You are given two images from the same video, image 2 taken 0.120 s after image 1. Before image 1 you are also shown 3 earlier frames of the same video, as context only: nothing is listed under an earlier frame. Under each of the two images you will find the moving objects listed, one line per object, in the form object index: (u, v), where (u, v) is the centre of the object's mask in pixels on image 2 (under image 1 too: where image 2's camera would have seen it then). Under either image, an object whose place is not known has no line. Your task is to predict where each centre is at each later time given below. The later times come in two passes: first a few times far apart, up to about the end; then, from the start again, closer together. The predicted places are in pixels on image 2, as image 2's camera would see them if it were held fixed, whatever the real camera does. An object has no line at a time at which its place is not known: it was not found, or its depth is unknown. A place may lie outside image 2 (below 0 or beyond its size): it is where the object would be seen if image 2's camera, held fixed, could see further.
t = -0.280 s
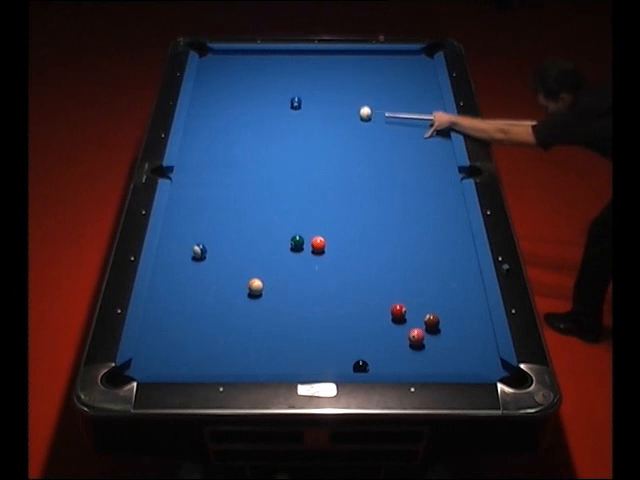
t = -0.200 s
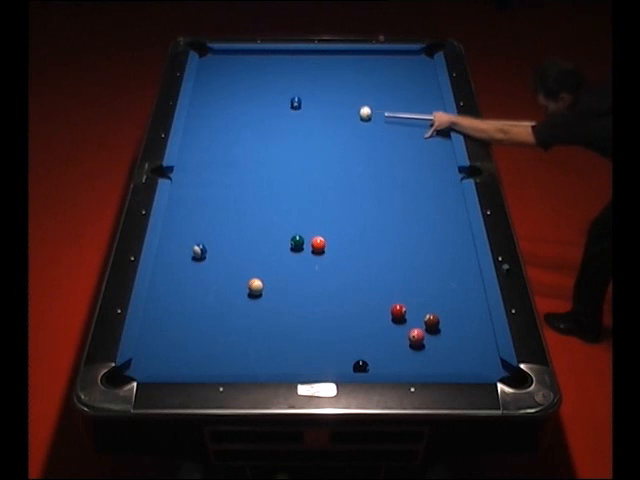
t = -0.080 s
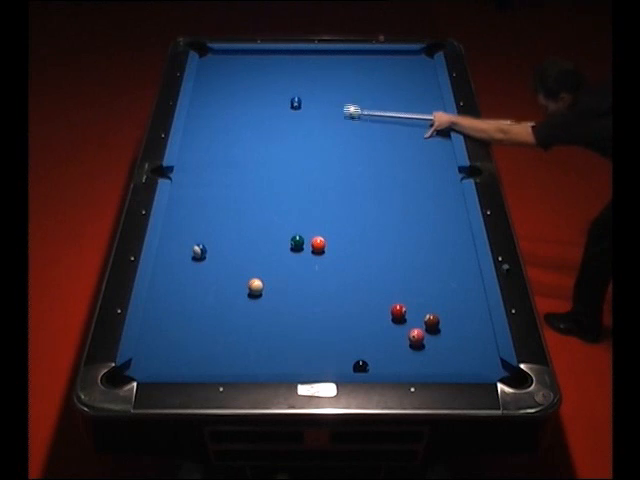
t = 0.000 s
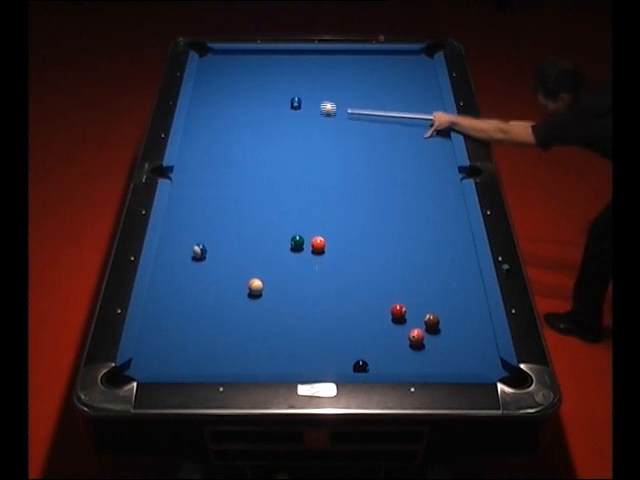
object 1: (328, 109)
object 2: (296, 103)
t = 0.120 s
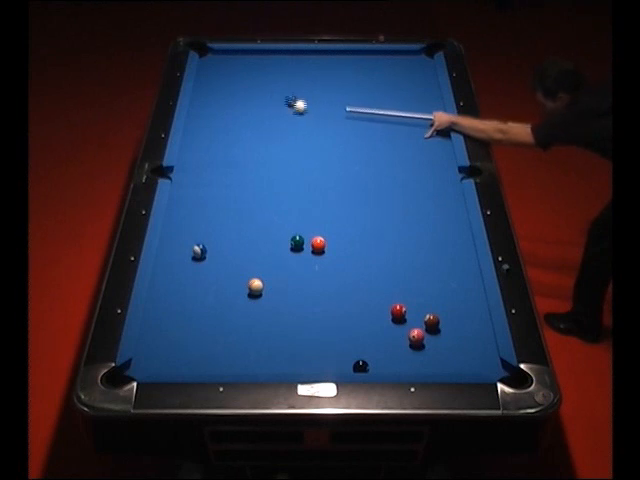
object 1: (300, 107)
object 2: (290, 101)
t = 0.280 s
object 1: (277, 113)
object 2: (273, 92)
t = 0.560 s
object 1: (234, 121)
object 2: (247, 78)
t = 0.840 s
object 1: (191, 128)
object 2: (224, 65)
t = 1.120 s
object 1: (206, 139)
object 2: (203, 53)
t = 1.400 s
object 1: (225, 149)
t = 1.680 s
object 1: (244, 159)
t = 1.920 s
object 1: (260, 168)
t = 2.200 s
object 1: (278, 178)
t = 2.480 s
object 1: (295, 187)
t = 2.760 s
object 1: (312, 196)
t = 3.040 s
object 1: (328, 205)
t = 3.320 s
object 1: (343, 212)
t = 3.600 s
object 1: (357, 220)
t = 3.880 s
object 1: (370, 228)
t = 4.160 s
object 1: (383, 234)
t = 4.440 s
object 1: (394, 241)
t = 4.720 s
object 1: (405, 247)
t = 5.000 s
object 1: (414, 252)
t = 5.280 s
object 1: (423, 257)
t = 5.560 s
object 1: (430, 261)
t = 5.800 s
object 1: (435, 263)
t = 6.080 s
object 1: (440, 266)
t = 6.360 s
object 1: (445, 269)
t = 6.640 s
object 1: (448, 270)
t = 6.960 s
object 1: (450, 271)
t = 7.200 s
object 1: (450, 272)
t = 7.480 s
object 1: (450, 272)
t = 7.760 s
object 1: (450, 272)
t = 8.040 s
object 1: (450, 272)
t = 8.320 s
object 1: (450, 272)
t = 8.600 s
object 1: (450, 272)
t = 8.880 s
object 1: (450, 272)
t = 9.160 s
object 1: (450, 272)
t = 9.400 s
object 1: (450, 272)
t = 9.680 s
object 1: (450, 272)
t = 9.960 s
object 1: (450, 272)
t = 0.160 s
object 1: (295, 109)
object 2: (286, 98)
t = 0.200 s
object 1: (289, 110)
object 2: (281, 95)
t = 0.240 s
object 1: (283, 111)
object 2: (277, 93)
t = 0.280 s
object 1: (277, 113)
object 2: (273, 92)
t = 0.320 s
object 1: (271, 114)
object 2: (269, 89)
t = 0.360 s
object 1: (264, 115)
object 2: (265, 87)
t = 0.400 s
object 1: (259, 116)
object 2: (262, 86)
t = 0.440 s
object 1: (252, 117)
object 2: (258, 84)
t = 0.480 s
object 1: (247, 118)
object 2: (254, 81)
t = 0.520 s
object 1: (240, 119)
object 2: (251, 80)
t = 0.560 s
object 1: (234, 121)
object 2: (247, 78)
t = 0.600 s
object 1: (227, 122)
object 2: (244, 75)
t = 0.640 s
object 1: (222, 123)
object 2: (240, 74)
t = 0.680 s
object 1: (215, 124)
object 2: (237, 73)
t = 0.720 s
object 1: (210, 125)
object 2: (234, 70)
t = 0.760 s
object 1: (203, 126)
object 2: (230, 69)
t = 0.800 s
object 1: (198, 128)
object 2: (227, 68)
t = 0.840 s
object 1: (191, 128)
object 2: (224, 65)
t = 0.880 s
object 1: (189, 130)
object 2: (221, 64)
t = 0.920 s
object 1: (192, 131)
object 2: (218, 62)
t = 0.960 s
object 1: (196, 133)
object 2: (214, 60)
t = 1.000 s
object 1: (198, 134)
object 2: (211, 58)
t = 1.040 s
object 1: (201, 136)
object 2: (208, 56)
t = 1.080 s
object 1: (204, 137)
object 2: (206, 55)
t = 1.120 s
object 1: (206, 139)
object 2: (203, 53)
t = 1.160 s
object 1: (209, 140)
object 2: (201, 52)
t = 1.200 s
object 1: (212, 142)
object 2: (199, 52)
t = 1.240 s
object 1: (215, 143)
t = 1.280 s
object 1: (218, 145)
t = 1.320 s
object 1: (220, 146)
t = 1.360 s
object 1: (223, 148)
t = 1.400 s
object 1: (225, 149)
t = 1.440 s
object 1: (229, 151)
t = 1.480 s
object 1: (231, 152)
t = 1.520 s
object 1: (234, 153)
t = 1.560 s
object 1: (236, 155)
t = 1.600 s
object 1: (239, 156)
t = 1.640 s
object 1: (242, 158)
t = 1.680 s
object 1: (244, 159)
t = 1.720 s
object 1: (247, 161)
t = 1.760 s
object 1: (250, 162)
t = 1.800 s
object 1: (252, 164)
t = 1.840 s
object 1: (255, 165)
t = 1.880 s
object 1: (257, 167)
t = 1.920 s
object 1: (260, 168)
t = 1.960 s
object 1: (263, 169)
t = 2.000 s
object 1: (265, 171)
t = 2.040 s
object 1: (268, 172)
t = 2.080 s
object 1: (270, 174)
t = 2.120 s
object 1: (273, 175)
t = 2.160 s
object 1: (275, 176)
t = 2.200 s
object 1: (278, 178)
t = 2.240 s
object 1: (280, 179)
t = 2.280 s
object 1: (283, 180)
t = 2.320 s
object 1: (285, 182)
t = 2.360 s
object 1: (288, 183)
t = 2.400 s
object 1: (290, 184)
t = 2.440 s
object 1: (293, 186)
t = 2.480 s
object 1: (295, 187)
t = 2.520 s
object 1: (298, 188)
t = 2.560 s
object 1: (300, 189)
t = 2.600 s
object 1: (302, 191)
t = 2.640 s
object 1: (305, 192)
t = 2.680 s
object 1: (307, 193)
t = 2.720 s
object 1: (310, 194)
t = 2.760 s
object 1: (312, 196)
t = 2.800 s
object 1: (314, 197)
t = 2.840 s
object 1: (317, 198)
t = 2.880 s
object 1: (319, 200)
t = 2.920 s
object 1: (321, 201)
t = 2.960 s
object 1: (323, 202)
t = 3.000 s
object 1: (326, 203)
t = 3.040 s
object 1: (328, 205)
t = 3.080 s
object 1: (330, 206)
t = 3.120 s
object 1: (332, 207)
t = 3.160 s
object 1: (334, 208)
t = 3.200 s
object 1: (336, 209)
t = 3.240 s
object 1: (339, 210)
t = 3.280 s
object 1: (341, 211)
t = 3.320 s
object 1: (343, 212)
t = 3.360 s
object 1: (345, 214)
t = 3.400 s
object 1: (347, 215)
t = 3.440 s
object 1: (349, 216)
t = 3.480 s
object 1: (351, 217)
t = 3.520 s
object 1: (353, 218)
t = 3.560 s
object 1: (355, 219)
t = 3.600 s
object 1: (357, 220)
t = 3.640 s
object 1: (359, 221)
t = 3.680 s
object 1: (361, 223)
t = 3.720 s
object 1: (363, 224)
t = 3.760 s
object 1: (365, 224)
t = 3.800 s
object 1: (367, 226)
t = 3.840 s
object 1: (368, 227)
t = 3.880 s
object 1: (370, 228)
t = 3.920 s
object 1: (372, 229)
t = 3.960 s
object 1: (374, 230)
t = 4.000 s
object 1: (376, 231)
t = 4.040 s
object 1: (378, 232)
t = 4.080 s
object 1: (380, 233)
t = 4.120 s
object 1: (382, 234)
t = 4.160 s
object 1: (383, 234)
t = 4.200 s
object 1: (385, 235)
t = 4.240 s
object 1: (386, 236)
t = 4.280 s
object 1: (388, 237)
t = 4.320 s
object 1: (390, 238)
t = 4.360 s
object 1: (391, 239)
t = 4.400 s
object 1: (393, 240)
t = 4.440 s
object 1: (394, 241)
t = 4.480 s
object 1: (396, 242)
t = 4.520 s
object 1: (397, 243)
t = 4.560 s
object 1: (399, 243)
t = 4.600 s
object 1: (400, 244)
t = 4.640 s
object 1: (402, 245)
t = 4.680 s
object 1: (404, 246)
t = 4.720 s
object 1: (405, 247)
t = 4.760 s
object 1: (406, 247)
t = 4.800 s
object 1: (408, 248)
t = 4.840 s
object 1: (409, 249)
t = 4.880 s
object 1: (410, 250)
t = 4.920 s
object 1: (412, 251)
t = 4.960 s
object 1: (413, 251)
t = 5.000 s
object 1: (414, 252)
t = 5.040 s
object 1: (416, 253)
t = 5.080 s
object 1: (417, 253)
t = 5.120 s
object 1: (418, 254)
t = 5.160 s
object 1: (419, 255)
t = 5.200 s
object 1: (420, 255)
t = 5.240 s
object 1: (422, 256)
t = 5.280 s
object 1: (423, 257)
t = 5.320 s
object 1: (424, 257)
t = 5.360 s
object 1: (425, 258)
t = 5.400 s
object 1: (426, 258)
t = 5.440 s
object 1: (427, 259)
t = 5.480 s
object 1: (428, 260)
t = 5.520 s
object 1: (429, 260)
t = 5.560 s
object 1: (430, 261)
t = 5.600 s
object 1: (431, 261)
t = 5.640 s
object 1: (432, 262)
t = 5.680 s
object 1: (433, 262)
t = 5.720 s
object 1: (434, 263)
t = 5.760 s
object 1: (434, 263)
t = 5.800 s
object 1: (435, 263)
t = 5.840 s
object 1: (436, 264)
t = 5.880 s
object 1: (437, 265)
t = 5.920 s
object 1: (438, 265)
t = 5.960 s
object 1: (439, 265)
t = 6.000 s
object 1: (439, 266)
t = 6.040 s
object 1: (440, 266)
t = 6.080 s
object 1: (440, 266)
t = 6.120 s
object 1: (441, 267)
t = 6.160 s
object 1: (442, 267)
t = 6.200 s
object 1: (442, 267)
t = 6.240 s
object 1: (443, 268)
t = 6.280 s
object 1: (444, 268)
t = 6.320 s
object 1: (444, 268)
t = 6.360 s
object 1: (445, 269)
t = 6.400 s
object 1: (445, 269)
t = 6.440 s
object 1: (446, 269)
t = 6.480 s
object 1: (446, 270)
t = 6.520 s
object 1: (447, 270)
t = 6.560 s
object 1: (447, 270)
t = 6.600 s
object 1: (447, 270)
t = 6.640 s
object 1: (448, 270)
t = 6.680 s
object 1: (448, 271)
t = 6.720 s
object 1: (449, 271)
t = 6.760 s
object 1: (449, 271)
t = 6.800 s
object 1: (449, 271)
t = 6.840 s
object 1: (449, 271)
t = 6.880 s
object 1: (450, 271)
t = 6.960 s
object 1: (450, 271)
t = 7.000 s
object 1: (450, 271)
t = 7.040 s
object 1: (450, 272)
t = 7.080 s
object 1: (450, 272)
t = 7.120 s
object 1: (450, 272)
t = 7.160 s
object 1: (450, 272)
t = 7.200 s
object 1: (450, 272)
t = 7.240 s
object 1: (450, 272)
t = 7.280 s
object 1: (450, 272)
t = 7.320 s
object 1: (450, 272)
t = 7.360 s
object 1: (450, 272)
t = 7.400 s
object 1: (450, 272)
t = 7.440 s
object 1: (450, 272)
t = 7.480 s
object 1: (450, 272)
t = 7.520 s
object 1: (450, 272)
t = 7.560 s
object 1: (450, 272)
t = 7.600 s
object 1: (450, 272)
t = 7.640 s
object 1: (450, 272)
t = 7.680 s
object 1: (450, 272)
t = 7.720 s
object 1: (450, 272)
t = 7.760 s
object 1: (450, 272)
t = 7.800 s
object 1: (450, 272)
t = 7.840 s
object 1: (450, 272)
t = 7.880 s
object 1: (450, 272)
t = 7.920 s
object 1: (450, 272)
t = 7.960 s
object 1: (450, 272)
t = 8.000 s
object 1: (450, 272)
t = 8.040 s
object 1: (450, 272)
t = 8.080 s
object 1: (450, 272)
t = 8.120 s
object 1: (450, 272)
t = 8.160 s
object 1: (450, 272)
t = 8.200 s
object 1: (450, 272)
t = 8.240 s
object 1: (450, 272)
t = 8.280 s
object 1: (450, 272)
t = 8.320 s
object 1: (450, 272)
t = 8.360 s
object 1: (450, 272)
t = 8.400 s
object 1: (450, 272)
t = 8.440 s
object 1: (450, 272)
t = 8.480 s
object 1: (450, 272)
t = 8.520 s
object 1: (450, 272)
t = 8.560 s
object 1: (450, 272)
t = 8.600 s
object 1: (450, 272)
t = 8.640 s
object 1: (450, 272)
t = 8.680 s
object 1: (450, 272)
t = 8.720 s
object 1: (450, 272)
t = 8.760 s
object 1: (450, 272)
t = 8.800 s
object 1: (450, 272)
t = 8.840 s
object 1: (450, 272)
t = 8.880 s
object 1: (450, 272)
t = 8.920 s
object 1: (450, 272)
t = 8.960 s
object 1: (450, 272)
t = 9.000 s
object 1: (450, 272)
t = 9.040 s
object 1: (450, 272)
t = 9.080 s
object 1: (450, 272)
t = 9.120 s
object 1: (450, 272)
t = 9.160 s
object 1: (450, 272)
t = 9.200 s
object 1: (450, 272)
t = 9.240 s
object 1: (450, 272)
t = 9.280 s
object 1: (450, 272)
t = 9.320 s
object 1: (450, 272)
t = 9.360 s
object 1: (450, 272)
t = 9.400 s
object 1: (450, 272)
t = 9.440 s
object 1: (450, 272)
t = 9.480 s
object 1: (450, 272)
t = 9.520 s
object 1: (450, 272)
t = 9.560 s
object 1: (450, 272)
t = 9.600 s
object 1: (450, 272)
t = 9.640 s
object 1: (450, 272)
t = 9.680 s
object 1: (450, 272)
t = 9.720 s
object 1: (450, 272)
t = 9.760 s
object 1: (450, 272)
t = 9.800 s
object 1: (450, 272)
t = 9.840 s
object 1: (450, 272)
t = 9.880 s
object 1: (450, 272)
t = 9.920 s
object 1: (450, 272)
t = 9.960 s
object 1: (450, 272)
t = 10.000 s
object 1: (450, 272)
